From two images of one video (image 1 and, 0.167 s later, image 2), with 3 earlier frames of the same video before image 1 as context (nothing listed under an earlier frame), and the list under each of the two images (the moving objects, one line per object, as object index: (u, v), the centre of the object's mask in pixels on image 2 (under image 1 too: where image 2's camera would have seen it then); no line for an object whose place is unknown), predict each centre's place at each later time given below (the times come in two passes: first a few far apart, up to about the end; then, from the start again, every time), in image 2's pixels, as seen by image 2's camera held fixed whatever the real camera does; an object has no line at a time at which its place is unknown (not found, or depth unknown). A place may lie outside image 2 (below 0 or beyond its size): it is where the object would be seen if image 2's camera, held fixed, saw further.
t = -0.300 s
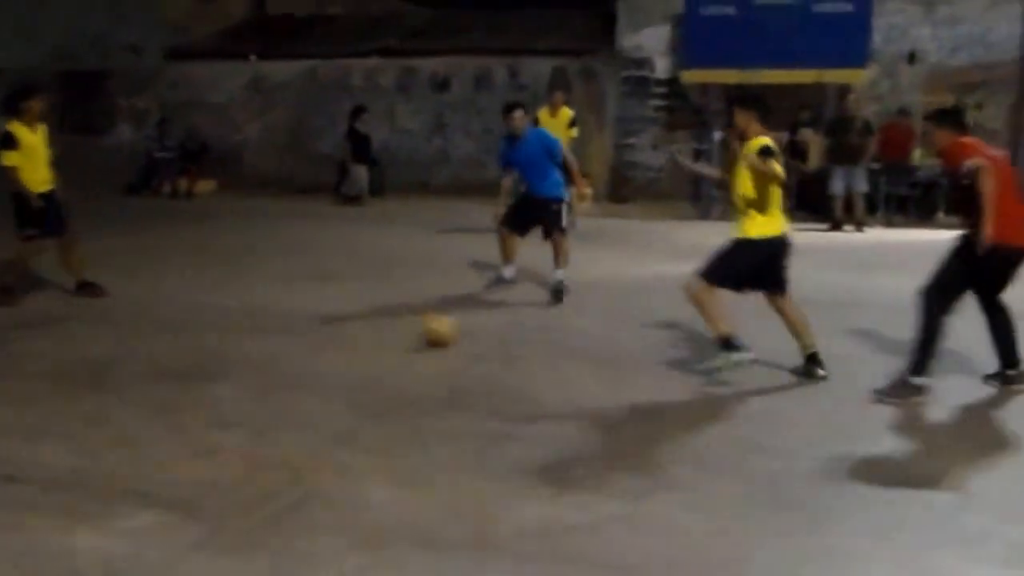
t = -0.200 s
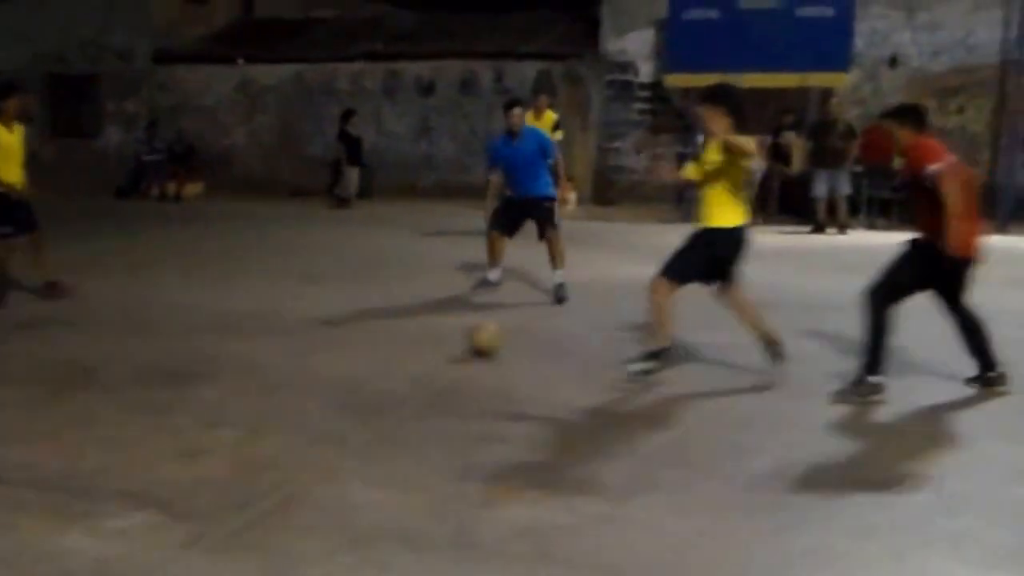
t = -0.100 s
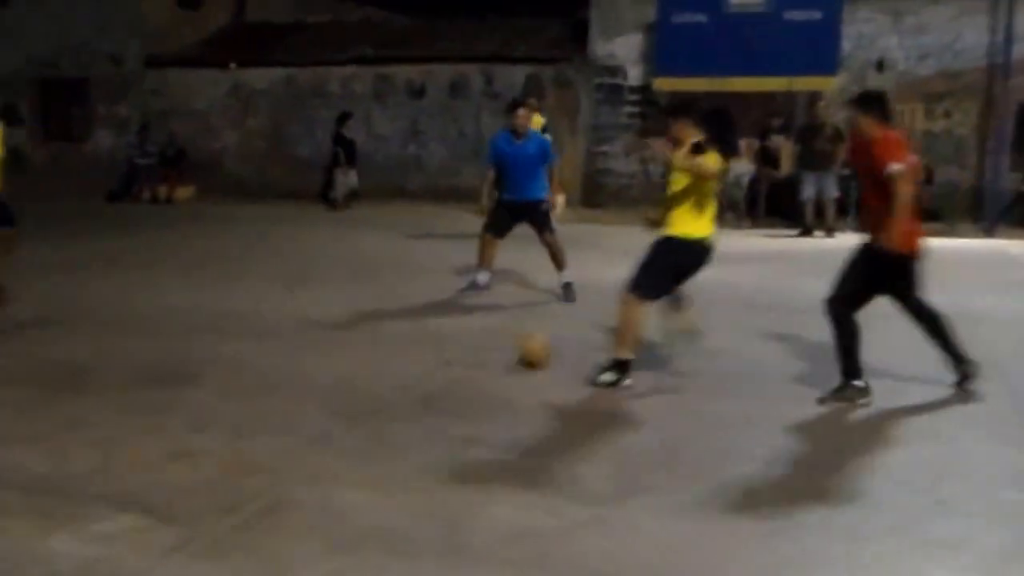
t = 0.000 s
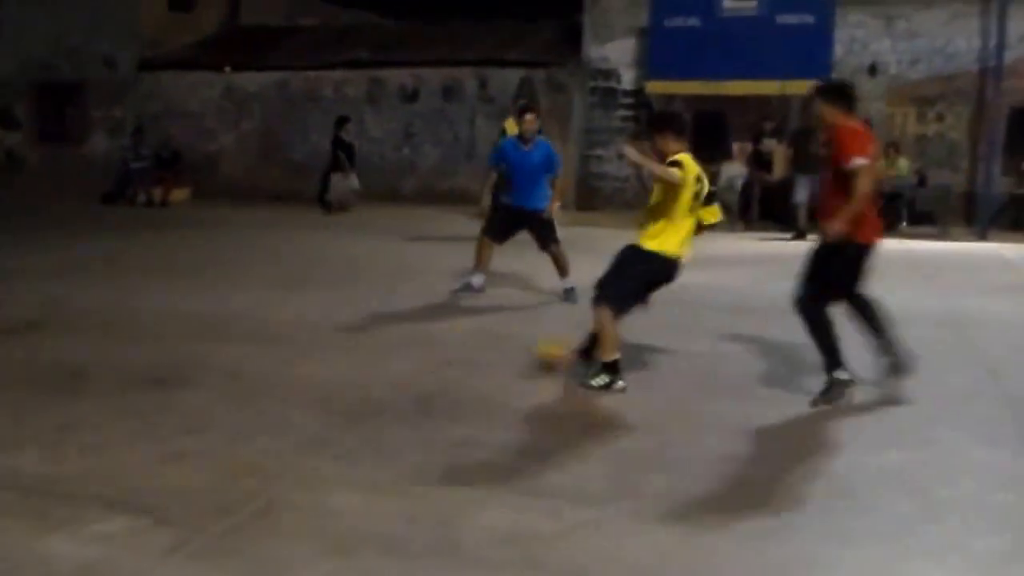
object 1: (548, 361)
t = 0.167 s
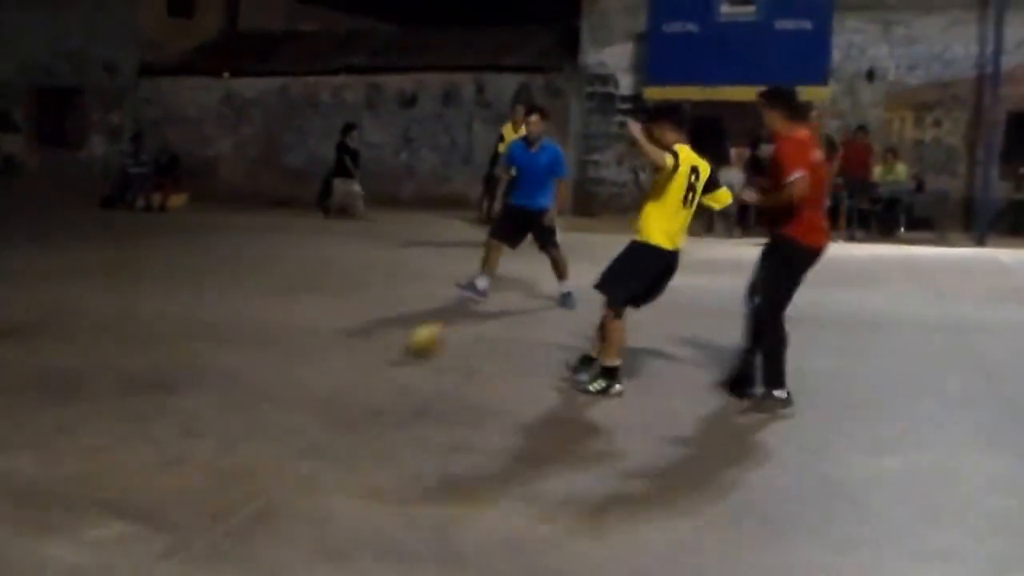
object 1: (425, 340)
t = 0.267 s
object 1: (361, 336)
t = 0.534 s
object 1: (233, 321)
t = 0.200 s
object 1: (402, 342)
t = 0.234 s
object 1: (379, 340)
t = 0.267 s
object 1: (361, 336)
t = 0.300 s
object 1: (342, 333)
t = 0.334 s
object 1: (322, 333)
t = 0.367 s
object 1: (304, 331)
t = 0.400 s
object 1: (291, 327)
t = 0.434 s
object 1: (274, 326)
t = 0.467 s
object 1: (261, 324)
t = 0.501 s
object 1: (247, 324)
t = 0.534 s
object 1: (233, 321)
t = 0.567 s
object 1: (222, 318)
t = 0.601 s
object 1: (210, 316)
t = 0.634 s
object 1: (198, 317)
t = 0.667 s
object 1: (188, 314)
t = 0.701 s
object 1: (178, 313)
